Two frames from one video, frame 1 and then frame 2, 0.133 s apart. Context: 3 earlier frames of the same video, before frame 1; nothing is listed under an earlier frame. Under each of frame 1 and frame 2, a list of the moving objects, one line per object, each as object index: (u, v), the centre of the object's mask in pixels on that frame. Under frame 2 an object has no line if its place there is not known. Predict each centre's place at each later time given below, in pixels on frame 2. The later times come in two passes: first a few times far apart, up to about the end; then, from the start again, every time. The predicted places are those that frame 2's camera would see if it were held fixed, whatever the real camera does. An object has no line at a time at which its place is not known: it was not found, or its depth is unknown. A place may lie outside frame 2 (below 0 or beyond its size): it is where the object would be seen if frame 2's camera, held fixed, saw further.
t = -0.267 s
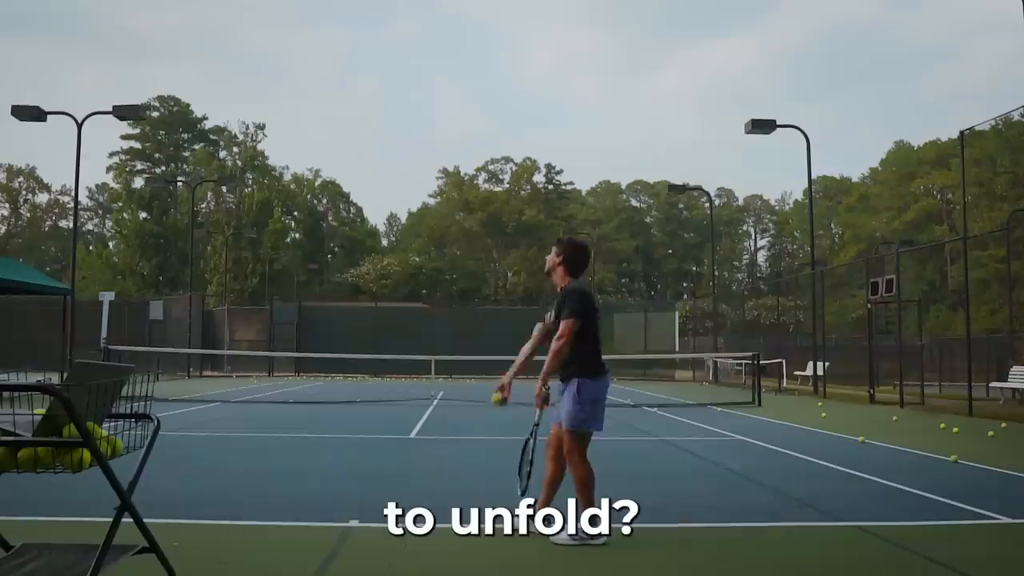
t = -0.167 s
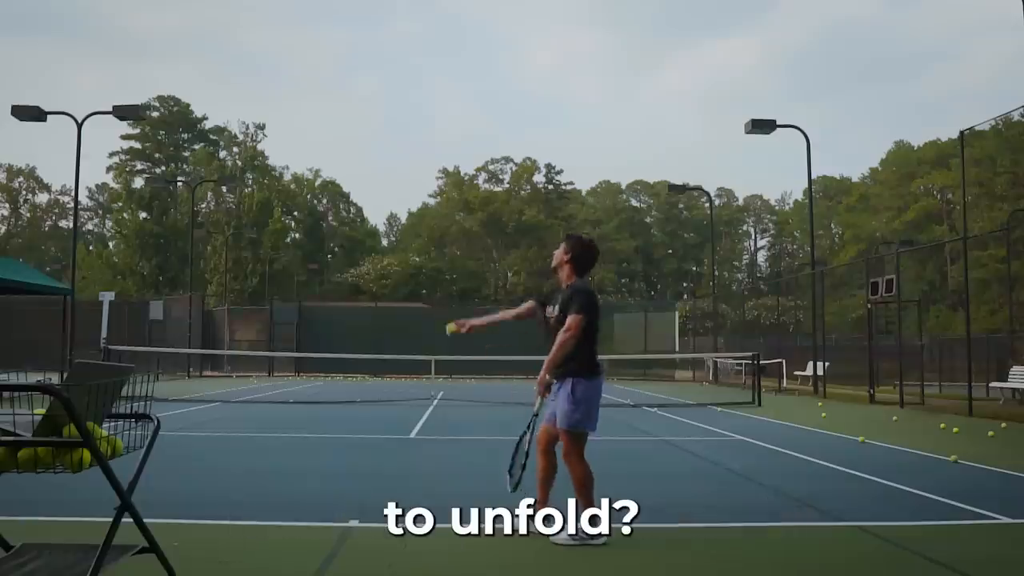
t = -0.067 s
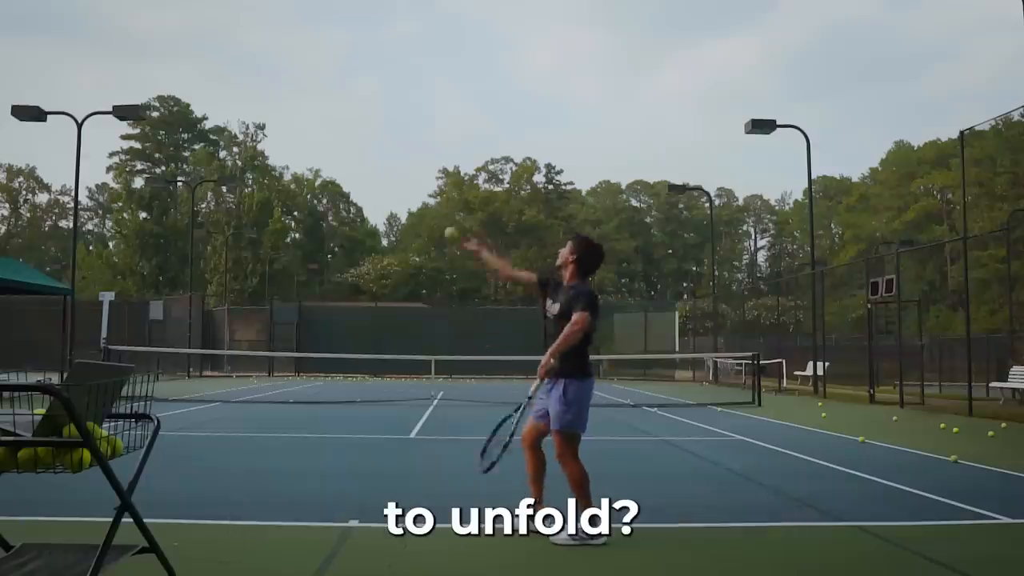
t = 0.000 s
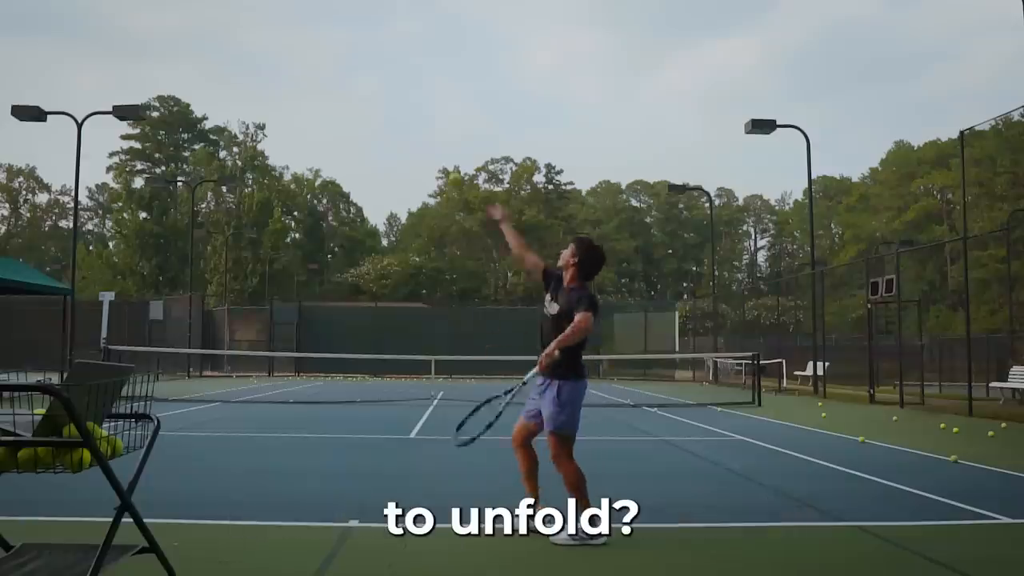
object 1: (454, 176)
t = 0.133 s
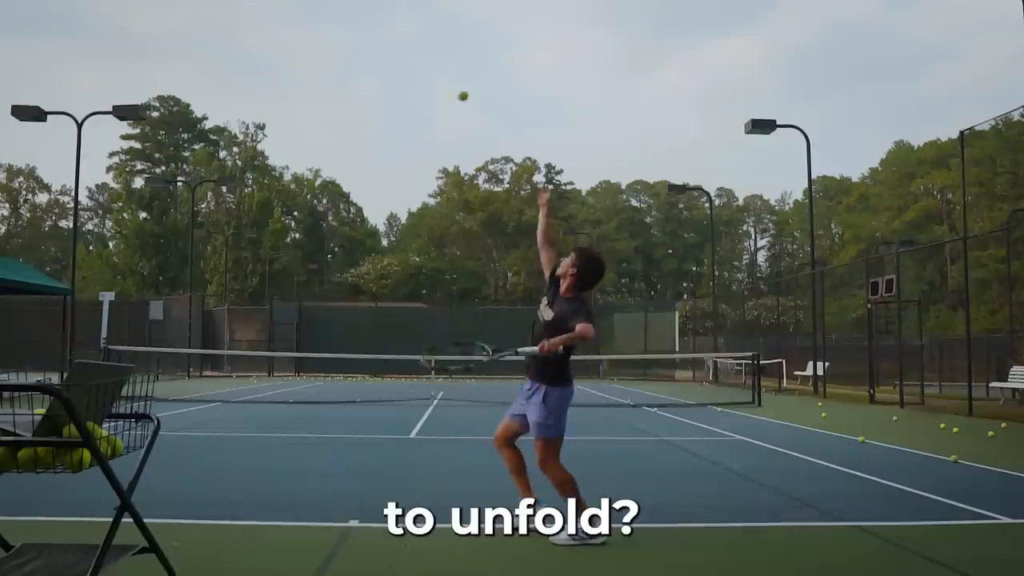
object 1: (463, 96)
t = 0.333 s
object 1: (473, 30)
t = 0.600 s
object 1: (486, 37)
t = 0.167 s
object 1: (464, 80)
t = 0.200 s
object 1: (466, 67)
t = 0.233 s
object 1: (468, 55)
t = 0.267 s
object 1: (470, 45)
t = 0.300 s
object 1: (471, 36)
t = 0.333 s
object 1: (473, 30)
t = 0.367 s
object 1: (475, 25)
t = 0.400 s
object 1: (477, 22)
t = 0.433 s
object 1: (478, 20)
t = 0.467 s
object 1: (480, 20)
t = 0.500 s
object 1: (481, 22)
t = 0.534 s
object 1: (483, 25)
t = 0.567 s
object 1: (484, 30)
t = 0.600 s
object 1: (486, 37)
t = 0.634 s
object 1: (487, 45)
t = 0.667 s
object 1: (489, 54)
